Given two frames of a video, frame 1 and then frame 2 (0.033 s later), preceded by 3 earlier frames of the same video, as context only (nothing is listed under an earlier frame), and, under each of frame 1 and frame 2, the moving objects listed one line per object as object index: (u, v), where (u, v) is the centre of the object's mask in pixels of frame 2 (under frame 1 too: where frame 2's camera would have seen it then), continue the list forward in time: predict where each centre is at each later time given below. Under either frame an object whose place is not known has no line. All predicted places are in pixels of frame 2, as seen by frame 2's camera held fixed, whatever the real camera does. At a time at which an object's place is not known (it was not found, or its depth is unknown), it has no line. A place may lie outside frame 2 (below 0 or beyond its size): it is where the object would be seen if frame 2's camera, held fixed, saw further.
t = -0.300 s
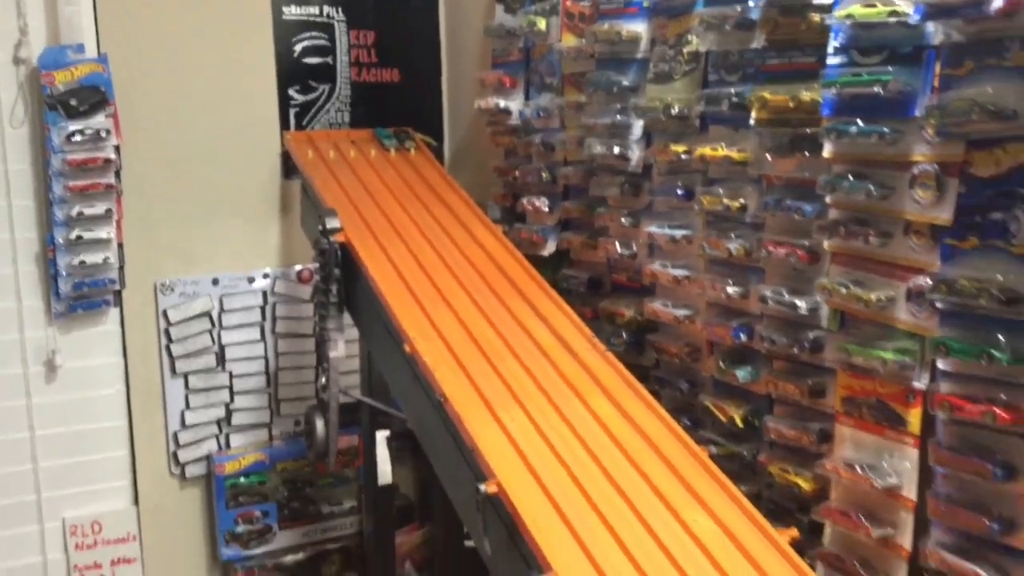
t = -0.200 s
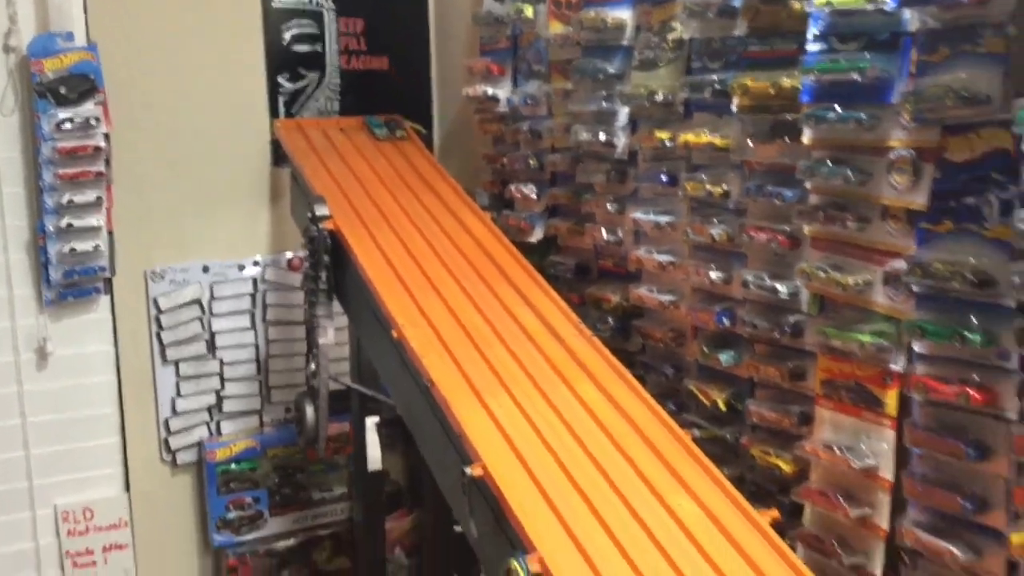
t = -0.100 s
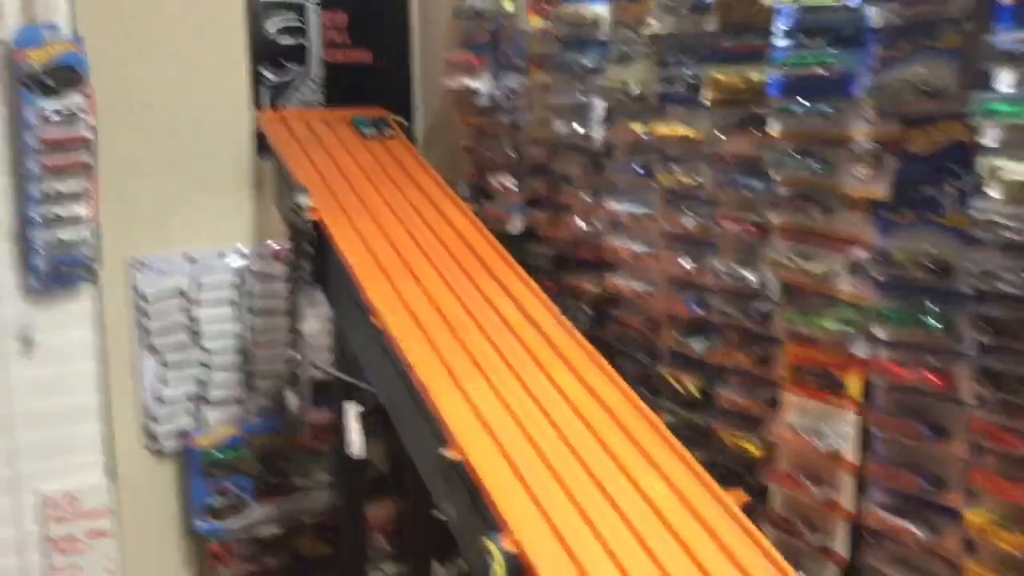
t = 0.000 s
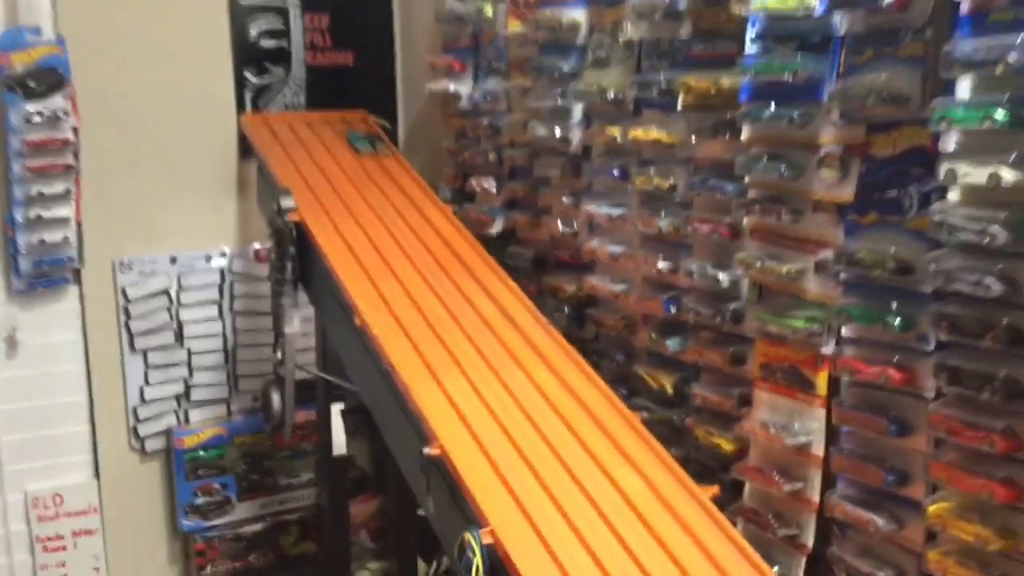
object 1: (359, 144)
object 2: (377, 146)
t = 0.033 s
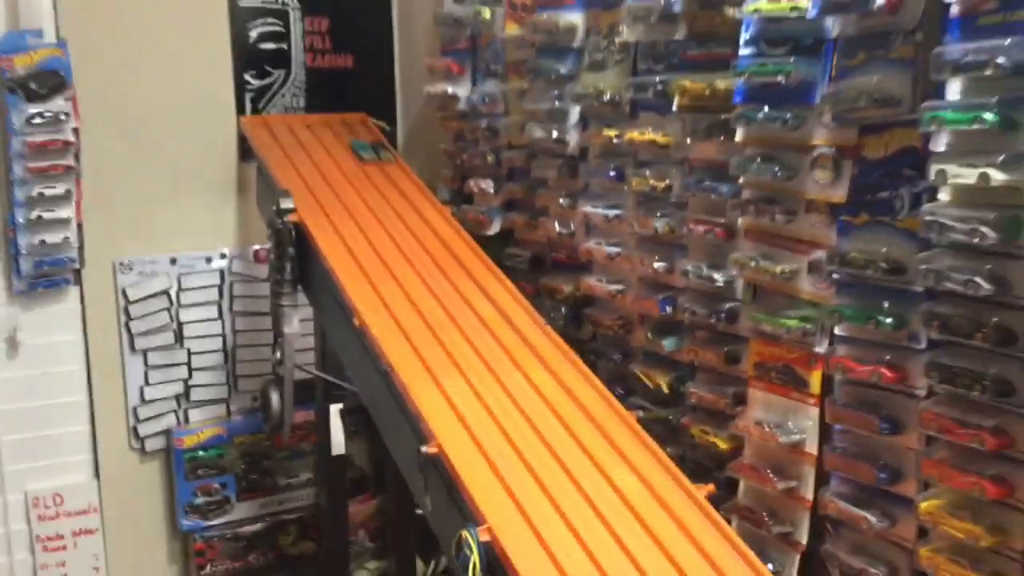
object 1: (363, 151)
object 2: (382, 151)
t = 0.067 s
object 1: (368, 157)
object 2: (386, 157)
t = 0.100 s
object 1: (374, 164)
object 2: (392, 164)
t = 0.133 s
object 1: (380, 172)
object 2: (399, 172)
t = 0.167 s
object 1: (388, 181)
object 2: (407, 181)
